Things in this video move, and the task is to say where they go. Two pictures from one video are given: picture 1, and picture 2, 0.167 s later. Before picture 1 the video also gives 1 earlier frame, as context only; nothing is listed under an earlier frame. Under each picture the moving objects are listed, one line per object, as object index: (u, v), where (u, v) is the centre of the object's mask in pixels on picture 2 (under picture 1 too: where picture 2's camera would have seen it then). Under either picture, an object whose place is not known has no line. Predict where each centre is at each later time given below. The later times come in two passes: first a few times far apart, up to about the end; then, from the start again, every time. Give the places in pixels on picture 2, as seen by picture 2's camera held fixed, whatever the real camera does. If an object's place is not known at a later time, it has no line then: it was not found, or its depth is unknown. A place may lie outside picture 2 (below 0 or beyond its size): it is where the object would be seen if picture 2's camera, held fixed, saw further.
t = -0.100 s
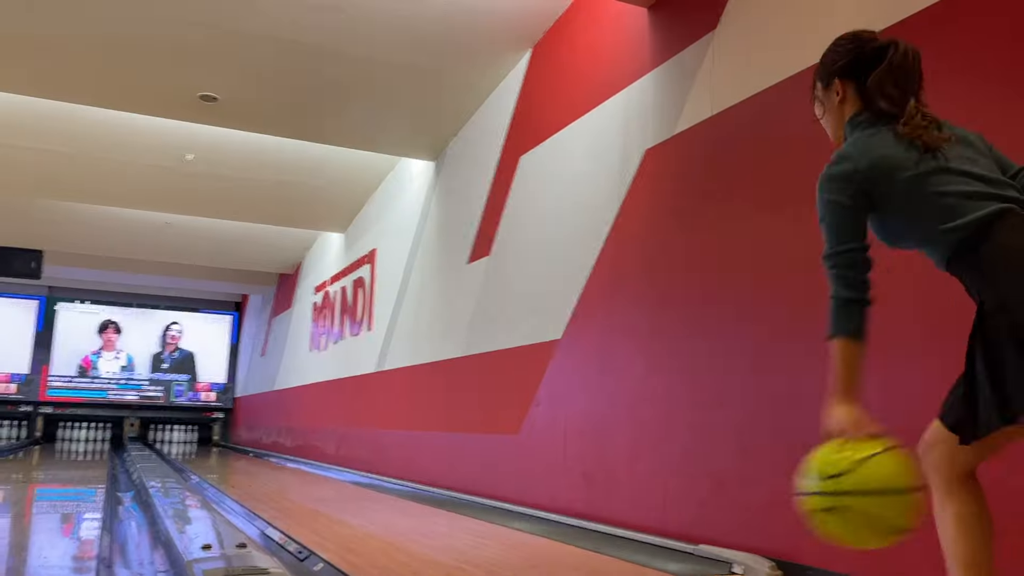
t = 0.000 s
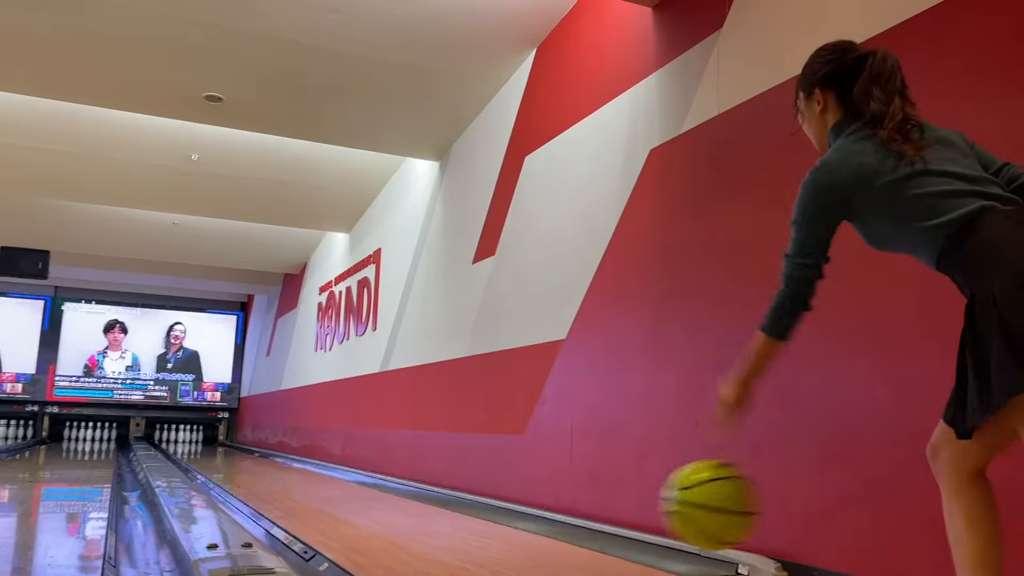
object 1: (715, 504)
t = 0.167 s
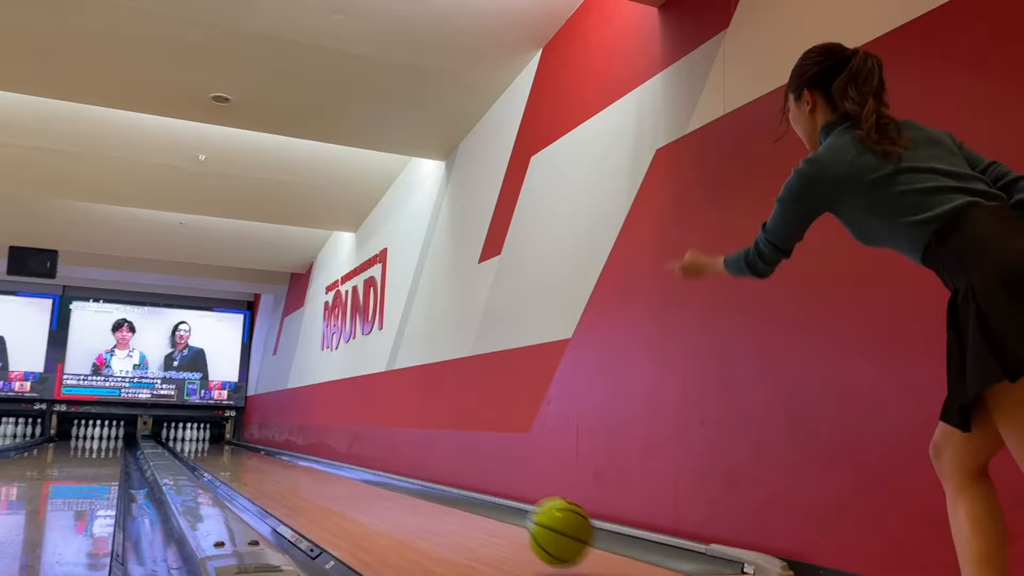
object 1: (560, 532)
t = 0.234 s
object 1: (519, 517)
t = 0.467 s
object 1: (420, 502)
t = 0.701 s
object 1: (361, 486)
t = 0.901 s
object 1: (326, 477)
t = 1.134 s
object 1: (297, 468)
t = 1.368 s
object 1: (275, 462)
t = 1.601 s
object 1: (259, 457)
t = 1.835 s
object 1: (246, 453)
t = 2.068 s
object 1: (235, 450)
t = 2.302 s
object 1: (227, 448)
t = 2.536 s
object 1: (220, 446)
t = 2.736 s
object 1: (215, 444)
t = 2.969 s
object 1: (210, 443)
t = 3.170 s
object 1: (207, 441)
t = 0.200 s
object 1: (538, 522)
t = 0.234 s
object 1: (519, 517)
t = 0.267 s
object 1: (501, 514)
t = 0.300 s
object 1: (485, 515)
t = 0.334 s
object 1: (469, 514)
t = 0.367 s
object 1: (456, 509)
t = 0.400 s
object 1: (443, 506)
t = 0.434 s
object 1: (431, 504)
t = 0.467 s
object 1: (420, 502)
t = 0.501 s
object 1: (410, 499)
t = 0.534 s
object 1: (400, 497)
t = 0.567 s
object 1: (391, 494)
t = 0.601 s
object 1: (383, 492)
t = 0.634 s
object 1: (375, 490)
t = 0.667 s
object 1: (368, 488)
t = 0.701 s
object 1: (361, 486)
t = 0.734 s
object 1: (355, 484)
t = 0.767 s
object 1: (348, 483)
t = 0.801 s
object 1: (342, 481)
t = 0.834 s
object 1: (337, 479)
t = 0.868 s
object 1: (331, 478)
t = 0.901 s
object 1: (326, 477)
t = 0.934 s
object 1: (322, 475)
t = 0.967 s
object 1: (317, 474)
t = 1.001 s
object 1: (313, 473)
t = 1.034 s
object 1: (309, 471)
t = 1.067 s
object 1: (304, 470)
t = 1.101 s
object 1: (301, 469)
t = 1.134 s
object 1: (297, 468)
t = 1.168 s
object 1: (293, 467)
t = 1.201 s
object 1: (290, 466)
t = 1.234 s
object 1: (287, 465)
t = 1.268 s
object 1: (284, 464)
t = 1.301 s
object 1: (281, 464)
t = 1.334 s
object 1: (278, 463)
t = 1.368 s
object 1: (275, 462)
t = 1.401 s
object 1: (273, 461)
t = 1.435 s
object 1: (270, 460)
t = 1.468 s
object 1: (268, 459)
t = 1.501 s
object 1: (265, 459)
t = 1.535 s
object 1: (263, 458)
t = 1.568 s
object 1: (261, 458)
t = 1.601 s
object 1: (259, 457)
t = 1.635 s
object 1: (256, 457)
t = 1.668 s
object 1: (255, 456)
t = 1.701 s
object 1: (253, 455)
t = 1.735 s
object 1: (251, 455)
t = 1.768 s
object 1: (249, 454)
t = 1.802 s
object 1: (247, 454)
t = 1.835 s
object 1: (246, 453)
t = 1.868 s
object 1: (244, 453)
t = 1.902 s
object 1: (242, 452)
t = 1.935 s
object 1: (241, 452)
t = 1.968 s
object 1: (240, 452)
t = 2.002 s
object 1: (238, 451)
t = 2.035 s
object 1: (236, 451)
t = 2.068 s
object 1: (235, 450)
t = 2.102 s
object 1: (234, 450)
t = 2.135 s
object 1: (233, 450)
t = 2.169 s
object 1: (232, 449)
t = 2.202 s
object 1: (230, 449)
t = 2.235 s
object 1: (229, 448)
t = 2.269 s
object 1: (228, 448)
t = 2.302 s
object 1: (227, 448)
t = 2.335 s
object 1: (226, 447)
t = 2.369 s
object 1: (225, 447)
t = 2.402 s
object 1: (224, 447)
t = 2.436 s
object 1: (223, 446)
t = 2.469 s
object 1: (221, 446)
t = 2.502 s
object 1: (221, 446)
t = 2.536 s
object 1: (220, 446)
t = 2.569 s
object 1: (219, 445)
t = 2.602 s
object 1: (218, 445)
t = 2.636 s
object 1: (217, 445)
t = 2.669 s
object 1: (216, 445)
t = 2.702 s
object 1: (215, 445)
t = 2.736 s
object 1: (215, 444)
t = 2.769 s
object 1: (214, 444)
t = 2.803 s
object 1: (213, 444)
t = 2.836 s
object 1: (213, 444)
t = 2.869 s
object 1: (212, 443)
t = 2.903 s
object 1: (211, 443)
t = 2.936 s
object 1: (211, 443)
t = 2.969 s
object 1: (210, 443)
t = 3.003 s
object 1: (209, 442)
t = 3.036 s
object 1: (209, 442)
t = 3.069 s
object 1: (208, 442)
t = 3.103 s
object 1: (208, 442)
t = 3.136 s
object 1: (207, 442)
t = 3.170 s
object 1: (207, 441)
